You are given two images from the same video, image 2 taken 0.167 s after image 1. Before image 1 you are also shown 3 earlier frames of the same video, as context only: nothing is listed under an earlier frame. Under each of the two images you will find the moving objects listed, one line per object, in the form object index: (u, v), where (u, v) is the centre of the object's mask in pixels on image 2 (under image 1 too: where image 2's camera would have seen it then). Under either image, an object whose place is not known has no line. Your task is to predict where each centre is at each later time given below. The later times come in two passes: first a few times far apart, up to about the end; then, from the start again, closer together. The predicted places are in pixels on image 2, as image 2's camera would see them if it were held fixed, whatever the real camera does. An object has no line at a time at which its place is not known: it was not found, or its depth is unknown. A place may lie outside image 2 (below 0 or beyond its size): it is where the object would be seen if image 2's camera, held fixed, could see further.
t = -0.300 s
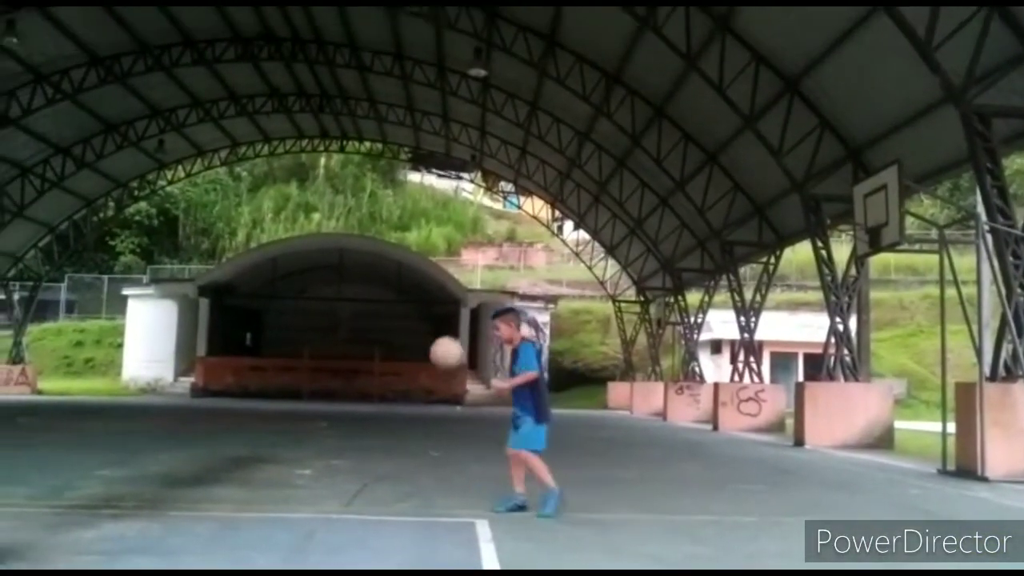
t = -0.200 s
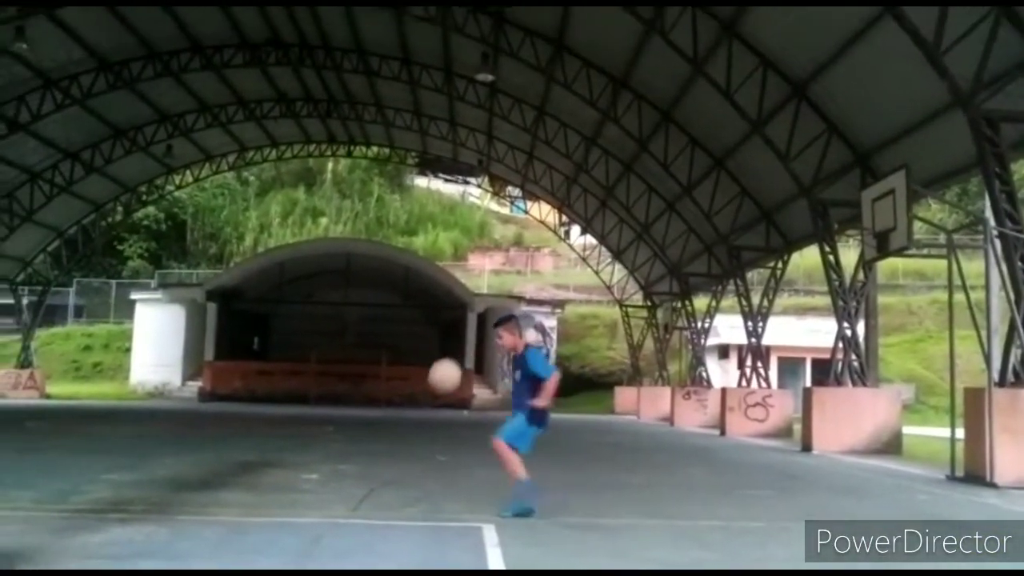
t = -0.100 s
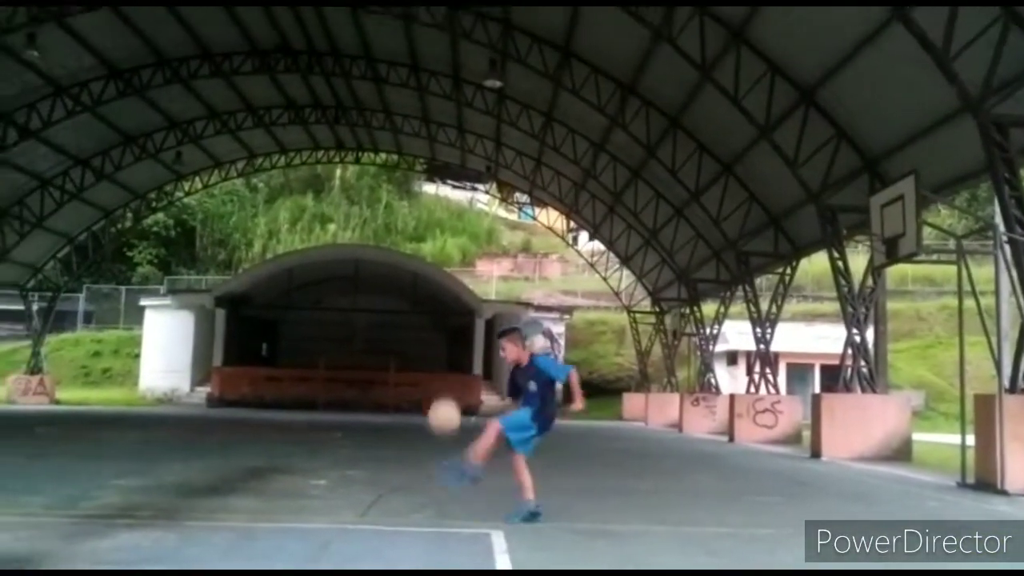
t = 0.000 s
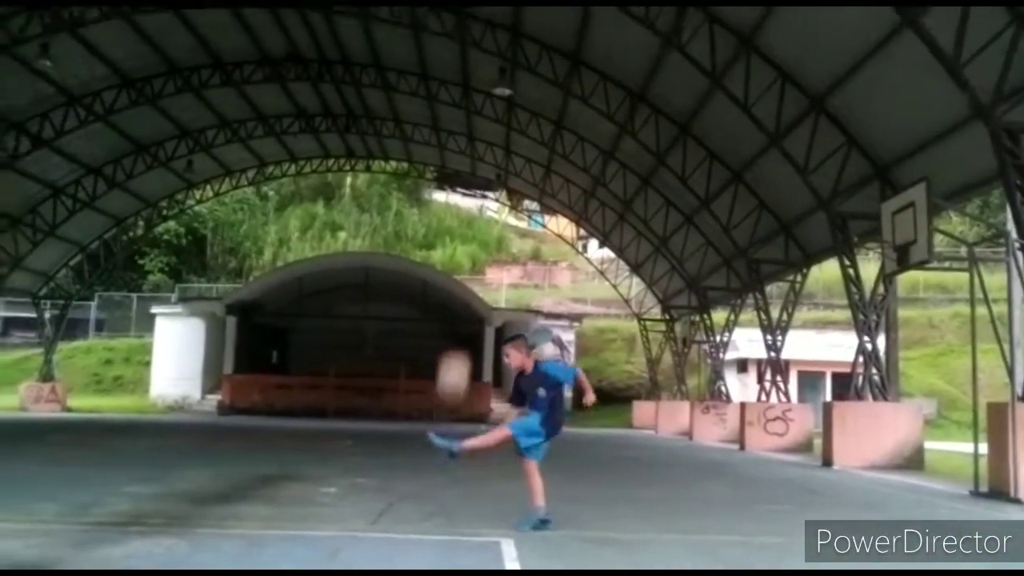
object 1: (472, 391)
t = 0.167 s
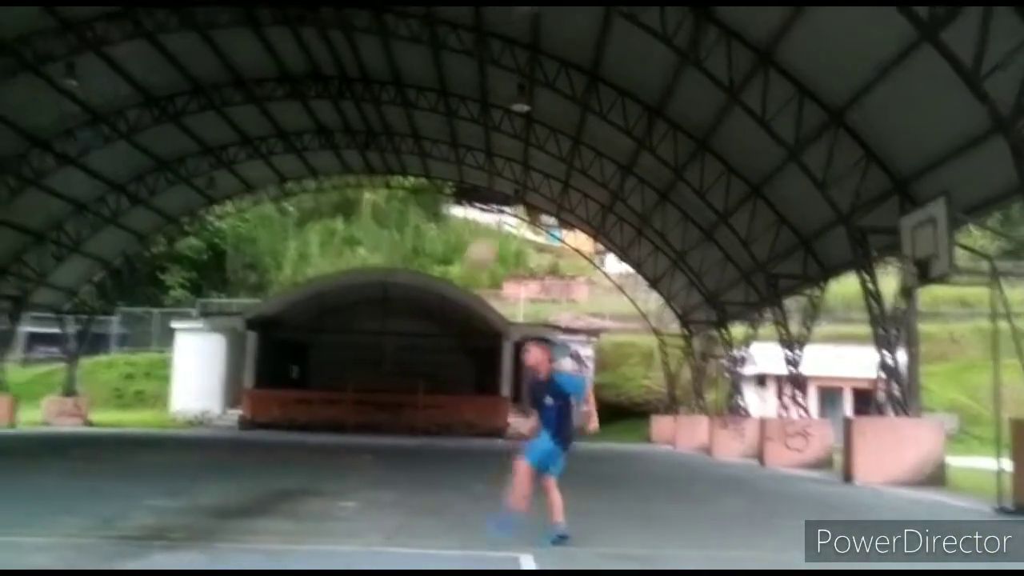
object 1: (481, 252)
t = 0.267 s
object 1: (486, 192)
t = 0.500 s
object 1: (491, 111)
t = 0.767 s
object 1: (493, 117)
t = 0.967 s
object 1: (494, 191)
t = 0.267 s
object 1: (486, 192)
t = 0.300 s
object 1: (486, 177)
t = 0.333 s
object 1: (487, 160)
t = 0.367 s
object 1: (489, 147)
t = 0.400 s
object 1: (490, 136)
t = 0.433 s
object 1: (490, 127)
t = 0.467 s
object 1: (491, 118)
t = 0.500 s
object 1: (491, 111)
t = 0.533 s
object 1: (491, 106)
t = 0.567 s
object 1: (492, 103)
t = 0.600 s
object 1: (492, 101)
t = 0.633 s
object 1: (492, 102)
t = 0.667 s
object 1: (493, 103)
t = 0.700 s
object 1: (493, 106)
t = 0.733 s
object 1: (493, 111)
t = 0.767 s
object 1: (493, 117)
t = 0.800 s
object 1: (493, 125)
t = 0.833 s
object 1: (493, 135)
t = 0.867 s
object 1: (493, 146)
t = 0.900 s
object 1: (493, 159)
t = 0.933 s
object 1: (494, 176)
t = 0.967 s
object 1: (494, 191)
